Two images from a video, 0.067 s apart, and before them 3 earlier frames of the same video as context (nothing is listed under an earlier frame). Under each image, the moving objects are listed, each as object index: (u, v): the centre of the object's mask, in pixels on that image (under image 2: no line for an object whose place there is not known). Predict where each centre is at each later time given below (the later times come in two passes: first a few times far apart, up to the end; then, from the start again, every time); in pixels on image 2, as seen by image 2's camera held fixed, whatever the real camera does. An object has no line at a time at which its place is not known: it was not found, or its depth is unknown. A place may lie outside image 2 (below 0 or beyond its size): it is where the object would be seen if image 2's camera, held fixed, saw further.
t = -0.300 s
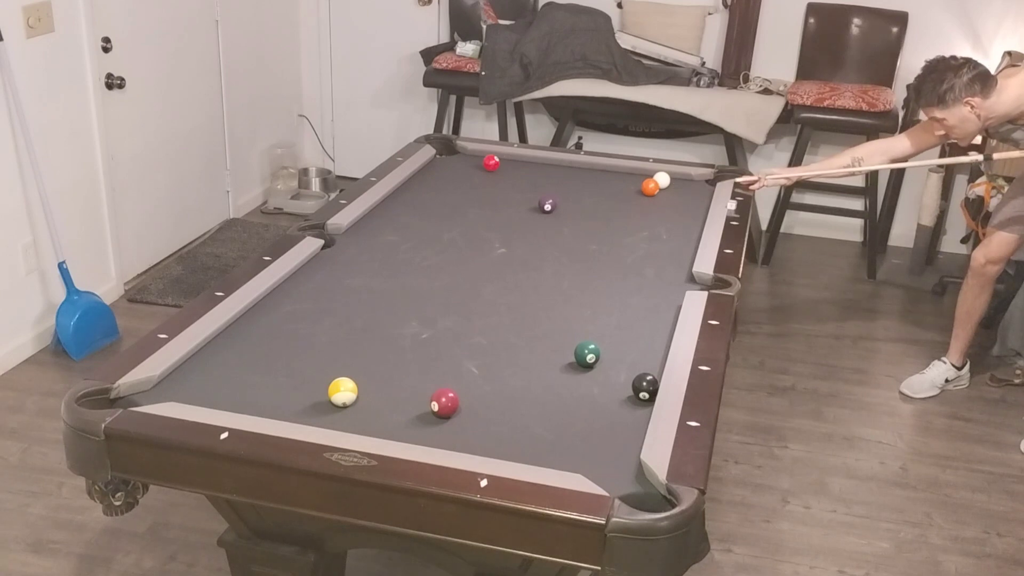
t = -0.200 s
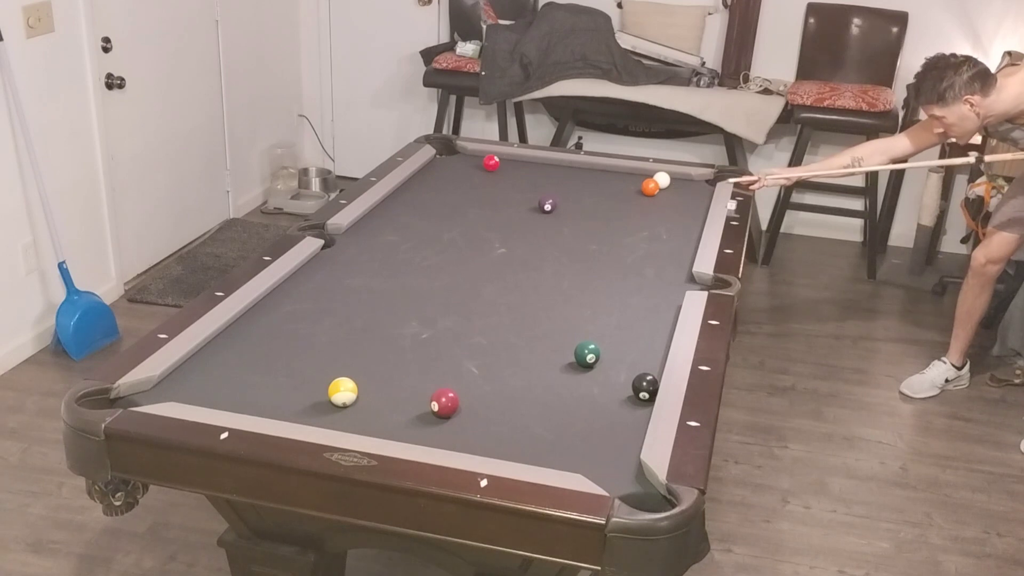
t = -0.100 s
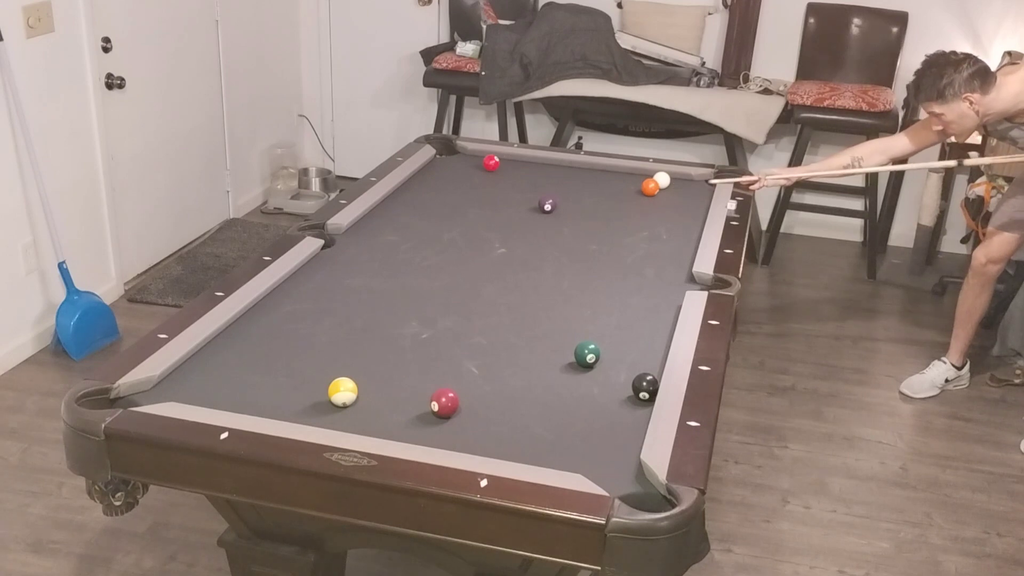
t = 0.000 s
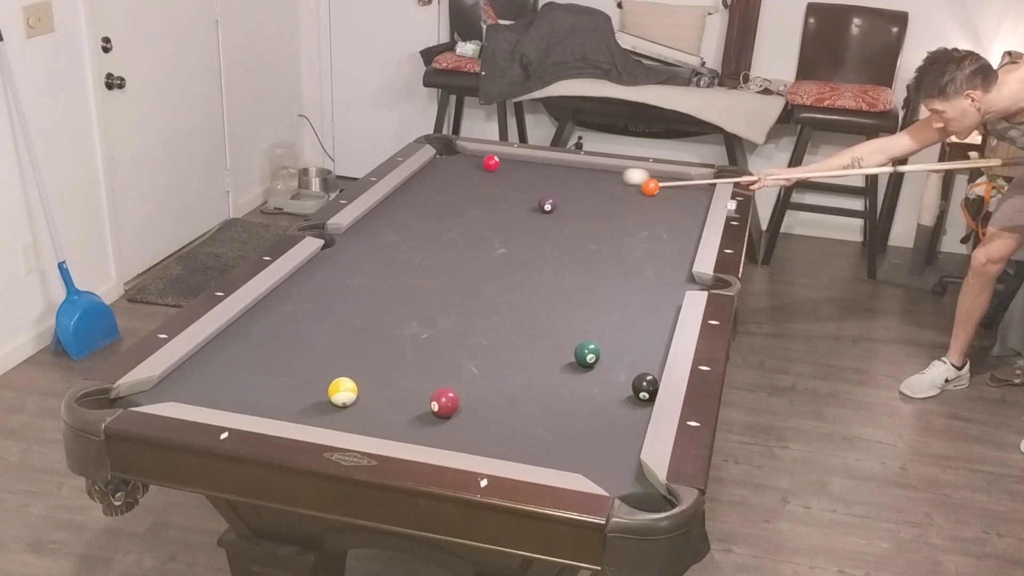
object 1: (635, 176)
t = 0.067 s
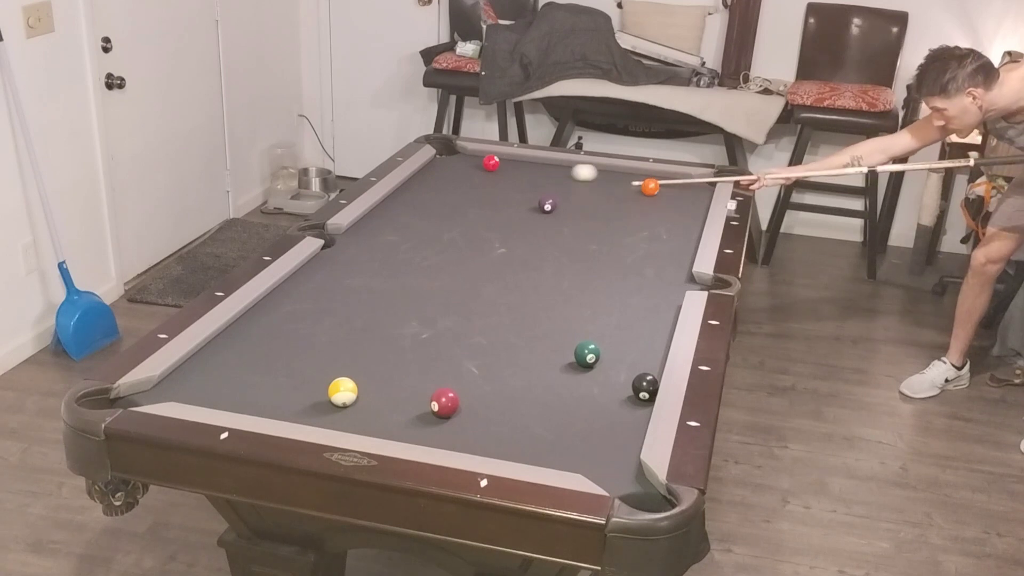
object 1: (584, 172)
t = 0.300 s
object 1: (502, 169)
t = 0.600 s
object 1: (507, 177)
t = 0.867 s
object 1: (511, 184)
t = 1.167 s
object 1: (514, 191)
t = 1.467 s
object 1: (517, 198)
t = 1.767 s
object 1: (520, 205)
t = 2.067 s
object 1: (522, 211)
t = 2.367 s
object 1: (523, 216)
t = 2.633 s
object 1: (523, 221)
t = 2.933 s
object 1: (523, 224)
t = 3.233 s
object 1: (523, 228)
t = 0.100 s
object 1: (560, 170)
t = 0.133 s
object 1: (536, 168)
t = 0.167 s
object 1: (513, 166)
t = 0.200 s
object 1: (505, 166)
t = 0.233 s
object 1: (503, 167)
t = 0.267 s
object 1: (503, 168)
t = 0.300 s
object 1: (502, 169)
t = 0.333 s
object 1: (503, 170)
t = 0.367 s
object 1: (503, 171)
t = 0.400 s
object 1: (504, 172)
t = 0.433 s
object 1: (504, 172)
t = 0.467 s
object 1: (505, 173)
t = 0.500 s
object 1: (505, 174)
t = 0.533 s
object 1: (506, 175)
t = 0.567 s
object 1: (507, 176)
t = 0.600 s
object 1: (507, 177)
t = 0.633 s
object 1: (508, 178)
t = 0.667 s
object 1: (508, 179)
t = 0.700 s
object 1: (509, 179)
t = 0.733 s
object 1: (509, 180)
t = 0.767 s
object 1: (510, 181)
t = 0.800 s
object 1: (510, 182)
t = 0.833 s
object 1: (510, 183)
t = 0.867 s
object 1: (511, 184)
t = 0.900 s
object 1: (511, 184)
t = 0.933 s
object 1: (512, 185)
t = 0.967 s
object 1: (512, 186)
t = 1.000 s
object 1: (513, 187)
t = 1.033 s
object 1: (513, 188)
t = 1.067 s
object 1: (513, 189)
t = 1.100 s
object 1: (514, 190)
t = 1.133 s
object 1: (514, 190)
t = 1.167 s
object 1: (514, 191)
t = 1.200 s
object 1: (515, 192)
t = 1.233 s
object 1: (515, 193)
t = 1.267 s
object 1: (515, 194)
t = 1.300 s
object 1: (516, 194)
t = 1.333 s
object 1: (516, 195)
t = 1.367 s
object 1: (516, 196)
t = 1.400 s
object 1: (516, 197)
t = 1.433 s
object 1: (517, 197)
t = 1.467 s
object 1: (517, 198)
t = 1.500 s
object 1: (517, 199)
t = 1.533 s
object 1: (517, 200)
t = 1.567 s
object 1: (518, 201)
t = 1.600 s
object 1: (518, 201)
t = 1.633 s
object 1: (518, 202)
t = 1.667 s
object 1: (519, 203)
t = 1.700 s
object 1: (519, 203)
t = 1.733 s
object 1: (519, 204)
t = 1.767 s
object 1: (520, 205)
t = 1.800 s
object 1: (520, 205)
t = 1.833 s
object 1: (520, 206)
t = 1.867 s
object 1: (520, 207)
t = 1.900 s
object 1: (521, 208)
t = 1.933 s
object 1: (521, 208)
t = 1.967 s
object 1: (521, 209)
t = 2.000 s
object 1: (521, 210)
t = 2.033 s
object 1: (521, 210)
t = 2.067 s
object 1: (522, 211)
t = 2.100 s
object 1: (522, 212)
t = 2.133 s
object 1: (522, 212)
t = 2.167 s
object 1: (522, 213)
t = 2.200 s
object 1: (522, 213)
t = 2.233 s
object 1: (522, 214)
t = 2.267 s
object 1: (522, 215)
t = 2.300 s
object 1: (522, 215)
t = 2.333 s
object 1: (522, 216)
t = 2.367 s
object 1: (523, 216)
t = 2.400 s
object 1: (523, 217)
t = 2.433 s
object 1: (523, 217)
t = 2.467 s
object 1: (523, 218)
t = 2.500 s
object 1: (523, 219)
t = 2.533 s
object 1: (523, 219)
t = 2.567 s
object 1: (523, 220)
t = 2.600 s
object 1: (523, 220)
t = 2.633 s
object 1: (523, 221)
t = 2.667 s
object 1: (523, 221)
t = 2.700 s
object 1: (523, 221)
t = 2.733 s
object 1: (523, 222)
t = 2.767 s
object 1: (523, 222)
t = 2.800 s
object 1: (523, 223)
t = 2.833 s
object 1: (523, 223)
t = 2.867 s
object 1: (523, 224)
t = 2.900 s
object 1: (523, 224)
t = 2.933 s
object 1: (523, 224)
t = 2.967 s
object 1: (523, 225)
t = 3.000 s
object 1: (523, 225)
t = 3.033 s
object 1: (523, 226)
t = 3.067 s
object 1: (523, 226)
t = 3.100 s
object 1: (523, 226)
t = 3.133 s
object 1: (523, 226)
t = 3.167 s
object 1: (523, 227)
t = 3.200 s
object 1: (523, 227)
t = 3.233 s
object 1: (523, 228)
